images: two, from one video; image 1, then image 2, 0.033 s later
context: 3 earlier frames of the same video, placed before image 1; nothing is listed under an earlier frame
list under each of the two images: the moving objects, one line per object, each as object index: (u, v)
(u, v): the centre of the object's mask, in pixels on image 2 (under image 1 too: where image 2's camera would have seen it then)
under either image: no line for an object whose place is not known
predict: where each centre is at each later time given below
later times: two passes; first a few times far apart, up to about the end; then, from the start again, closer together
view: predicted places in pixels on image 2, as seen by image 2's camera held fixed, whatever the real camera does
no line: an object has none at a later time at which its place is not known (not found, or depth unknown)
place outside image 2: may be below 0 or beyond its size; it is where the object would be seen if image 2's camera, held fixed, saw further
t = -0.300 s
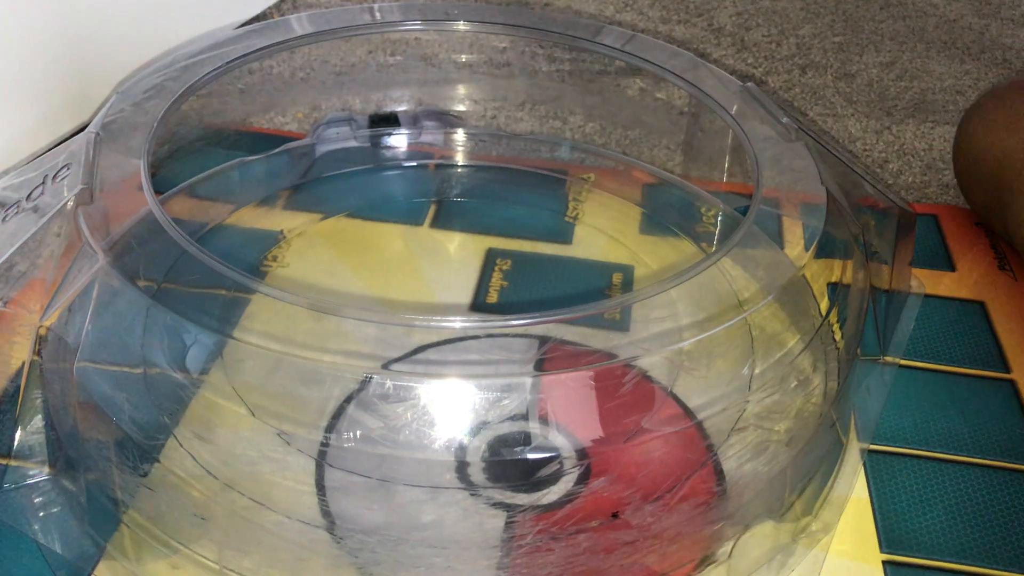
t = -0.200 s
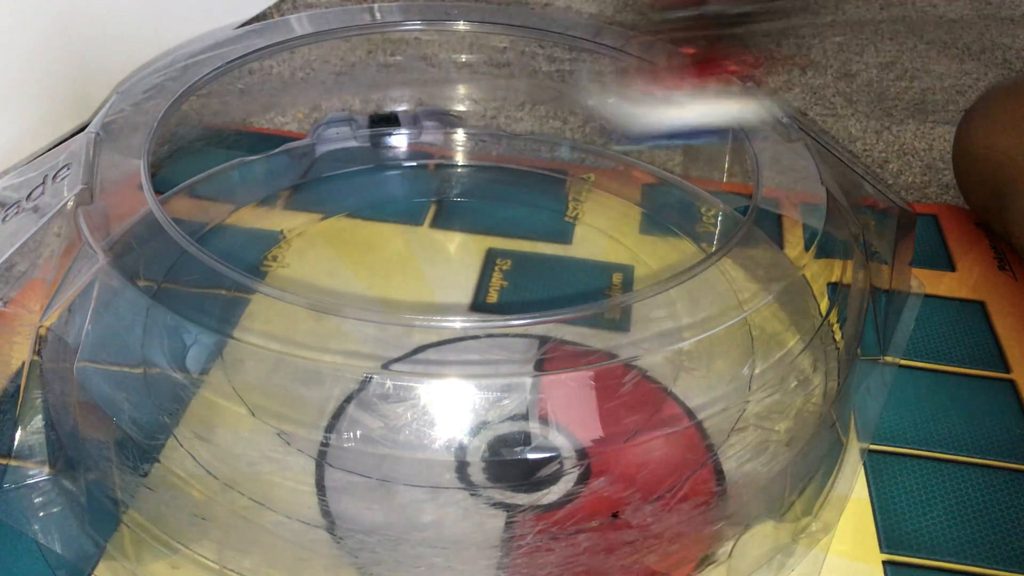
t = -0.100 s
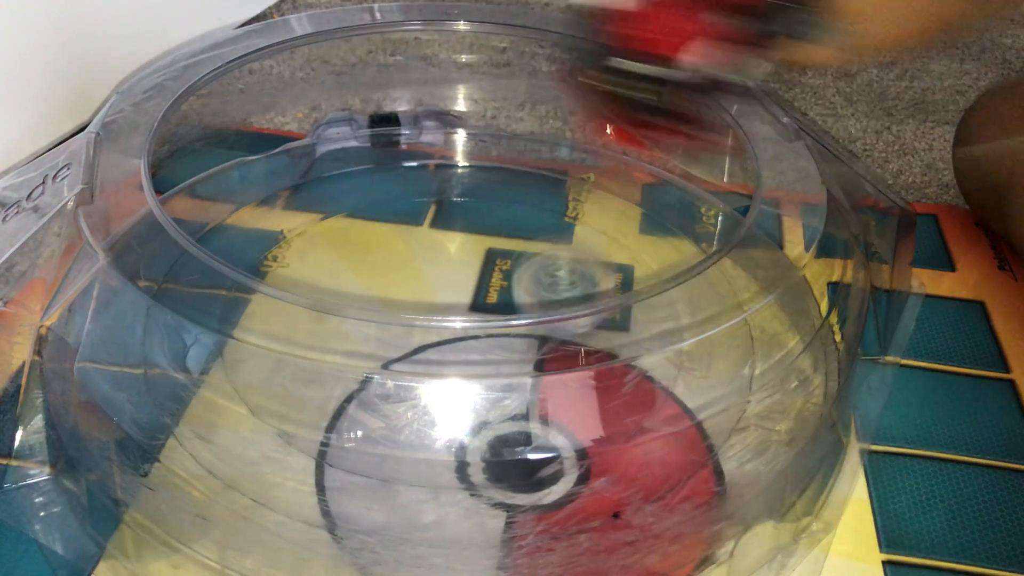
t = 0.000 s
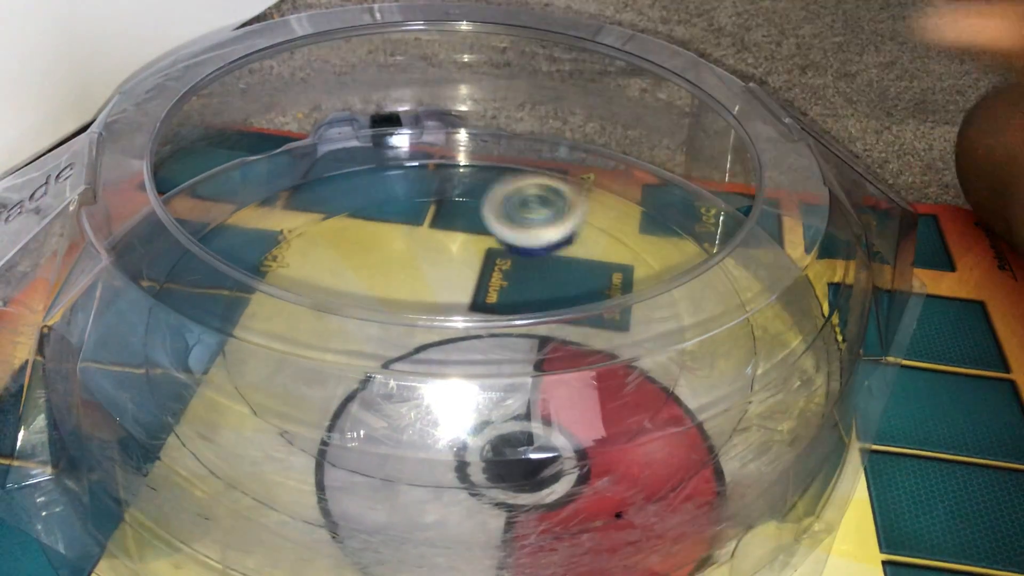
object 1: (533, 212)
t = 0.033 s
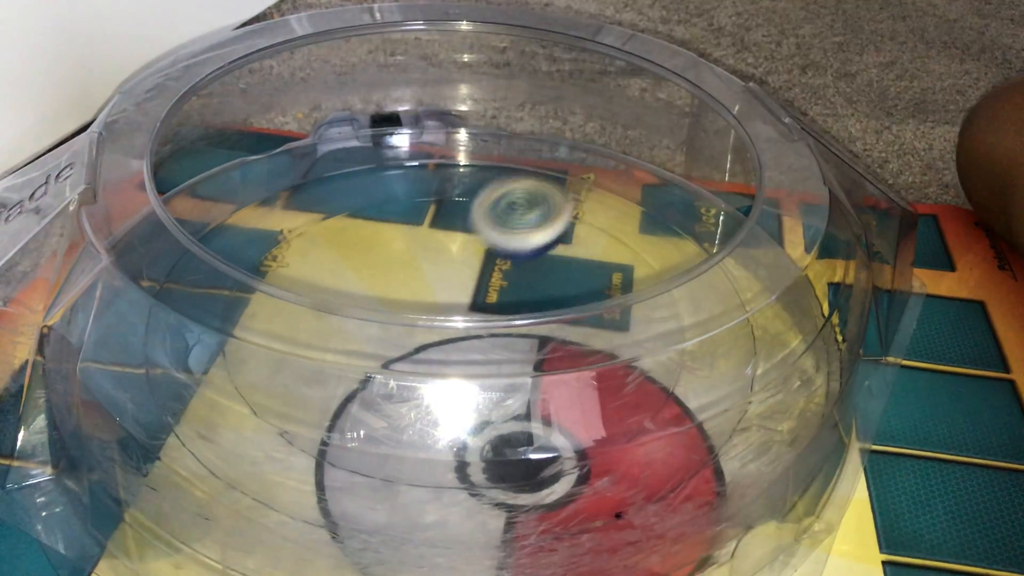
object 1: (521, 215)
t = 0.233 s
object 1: (423, 279)
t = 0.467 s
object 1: (407, 391)
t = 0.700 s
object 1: (586, 369)
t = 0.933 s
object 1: (567, 276)
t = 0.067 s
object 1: (508, 233)
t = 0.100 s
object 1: (493, 234)
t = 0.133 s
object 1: (476, 239)
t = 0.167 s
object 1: (459, 253)
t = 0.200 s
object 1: (440, 266)
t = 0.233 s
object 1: (423, 279)
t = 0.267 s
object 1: (406, 298)
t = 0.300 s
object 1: (392, 315)
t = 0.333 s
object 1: (380, 341)
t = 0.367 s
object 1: (385, 357)
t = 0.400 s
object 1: (388, 365)
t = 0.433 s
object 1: (398, 381)
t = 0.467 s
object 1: (407, 391)
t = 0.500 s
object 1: (410, 408)
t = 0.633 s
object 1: (540, 396)
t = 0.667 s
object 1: (574, 381)
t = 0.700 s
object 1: (586, 369)
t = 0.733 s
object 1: (597, 356)
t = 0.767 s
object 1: (608, 345)
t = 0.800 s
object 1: (609, 324)
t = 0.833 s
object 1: (602, 310)
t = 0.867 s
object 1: (595, 299)
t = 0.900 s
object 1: (578, 279)
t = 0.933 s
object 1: (567, 276)
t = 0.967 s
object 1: (546, 271)
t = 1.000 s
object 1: (521, 267)
